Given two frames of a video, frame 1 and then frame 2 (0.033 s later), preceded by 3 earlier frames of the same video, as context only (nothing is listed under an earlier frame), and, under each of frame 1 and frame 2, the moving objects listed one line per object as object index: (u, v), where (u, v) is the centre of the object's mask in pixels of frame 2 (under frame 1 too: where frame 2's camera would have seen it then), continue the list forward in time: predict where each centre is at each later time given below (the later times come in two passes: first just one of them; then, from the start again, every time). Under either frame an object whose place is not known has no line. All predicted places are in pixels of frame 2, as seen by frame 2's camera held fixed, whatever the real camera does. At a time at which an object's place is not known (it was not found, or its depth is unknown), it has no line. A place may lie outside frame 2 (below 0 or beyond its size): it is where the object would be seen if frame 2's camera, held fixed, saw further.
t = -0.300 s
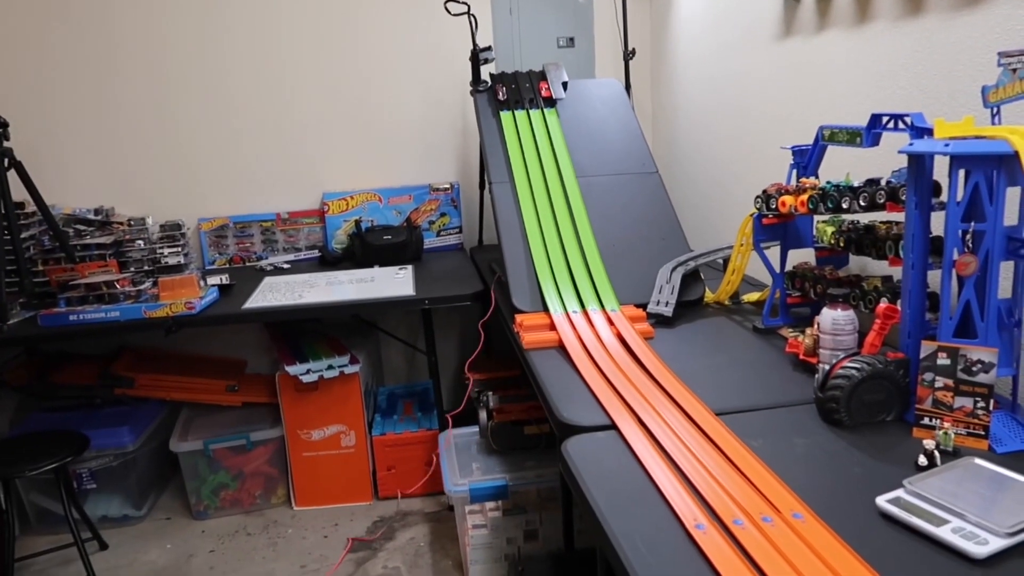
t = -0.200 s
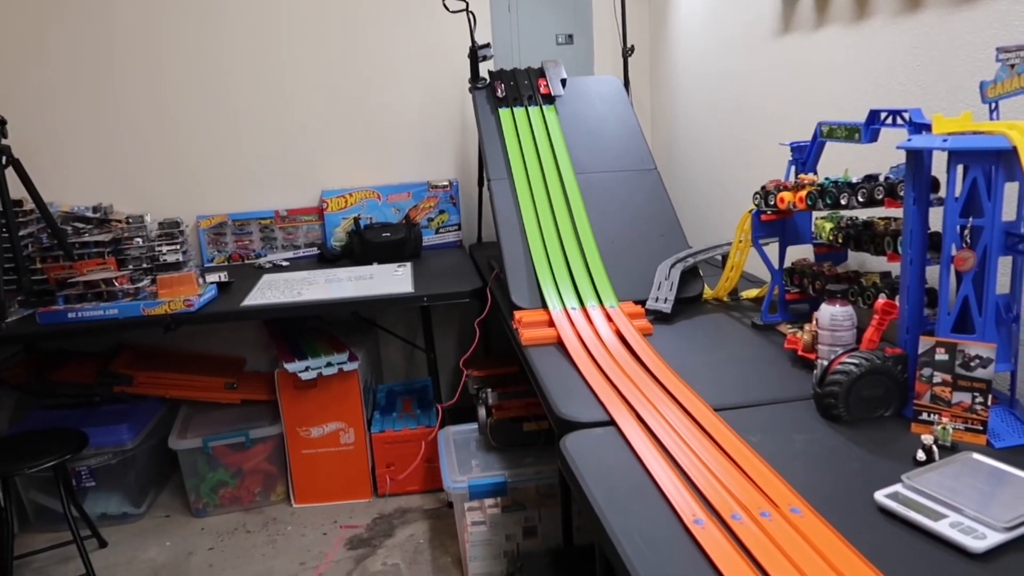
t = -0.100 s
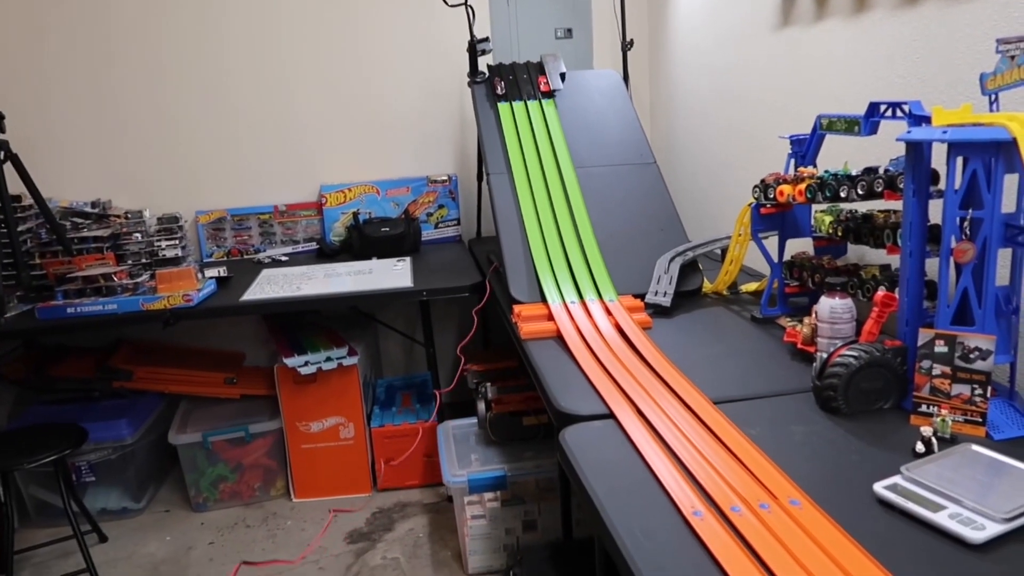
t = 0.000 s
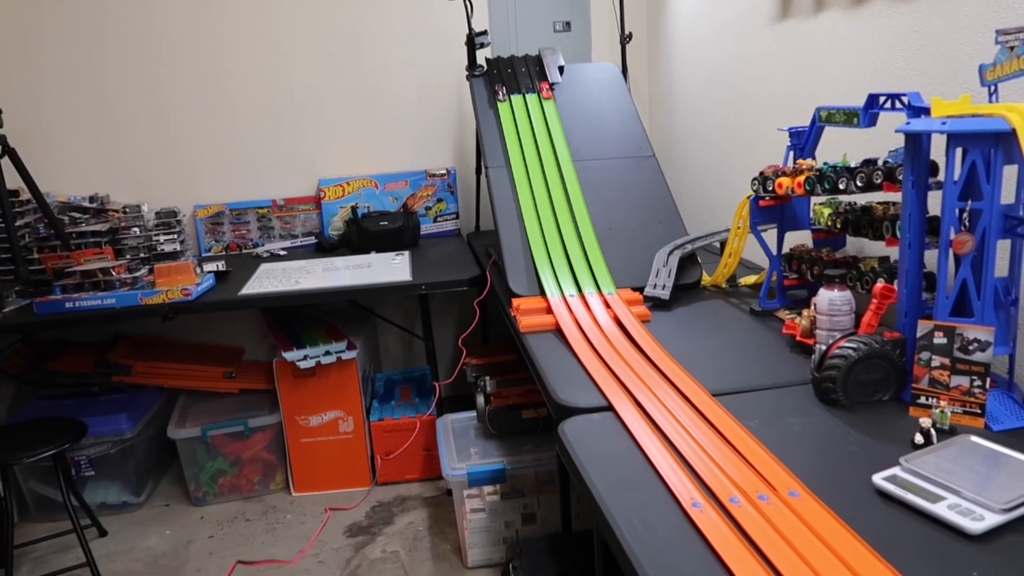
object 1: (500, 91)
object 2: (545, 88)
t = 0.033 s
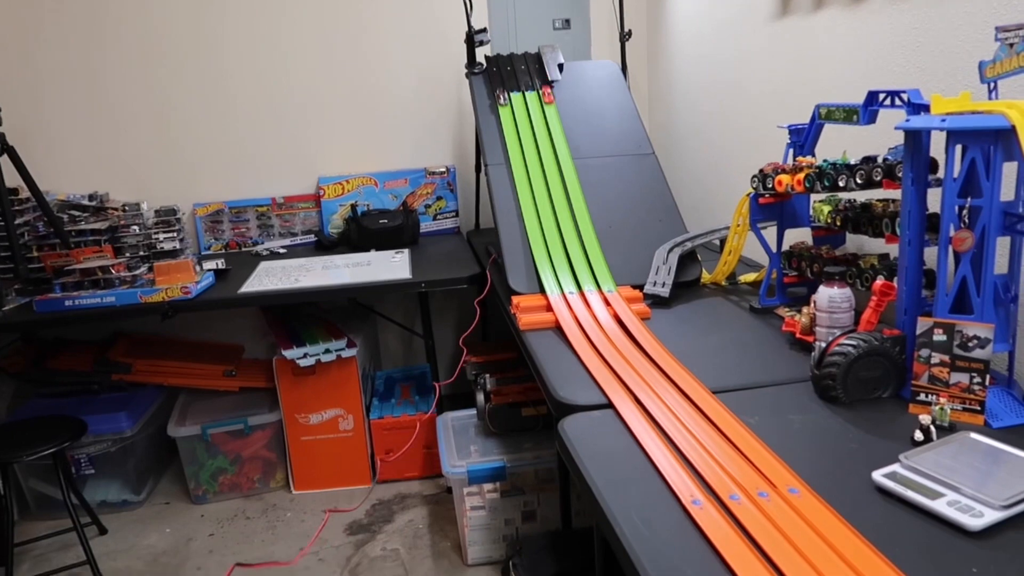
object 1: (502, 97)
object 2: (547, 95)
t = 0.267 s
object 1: (523, 183)
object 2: (573, 182)
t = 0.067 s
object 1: (503, 106)
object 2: (550, 104)
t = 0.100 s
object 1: (506, 115)
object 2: (552, 113)
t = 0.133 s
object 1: (509, 125)
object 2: (555, 124)
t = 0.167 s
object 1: (511, 137)
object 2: (559, 136)
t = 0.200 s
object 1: (515, 150)
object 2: (563, 150)
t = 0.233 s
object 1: (518, 165)
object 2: (568, 165)
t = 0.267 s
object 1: (523, 183)
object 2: (573, 182)
